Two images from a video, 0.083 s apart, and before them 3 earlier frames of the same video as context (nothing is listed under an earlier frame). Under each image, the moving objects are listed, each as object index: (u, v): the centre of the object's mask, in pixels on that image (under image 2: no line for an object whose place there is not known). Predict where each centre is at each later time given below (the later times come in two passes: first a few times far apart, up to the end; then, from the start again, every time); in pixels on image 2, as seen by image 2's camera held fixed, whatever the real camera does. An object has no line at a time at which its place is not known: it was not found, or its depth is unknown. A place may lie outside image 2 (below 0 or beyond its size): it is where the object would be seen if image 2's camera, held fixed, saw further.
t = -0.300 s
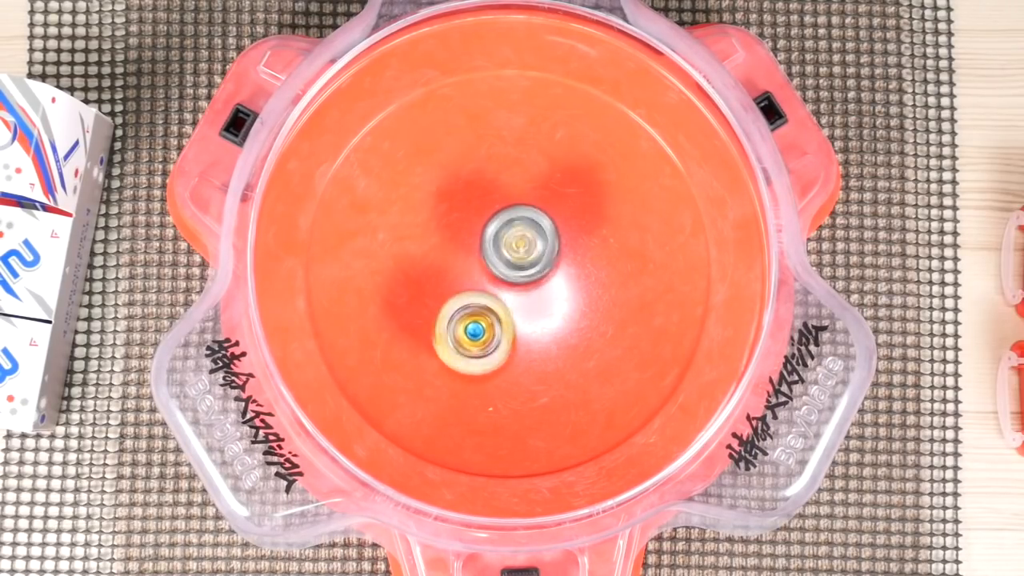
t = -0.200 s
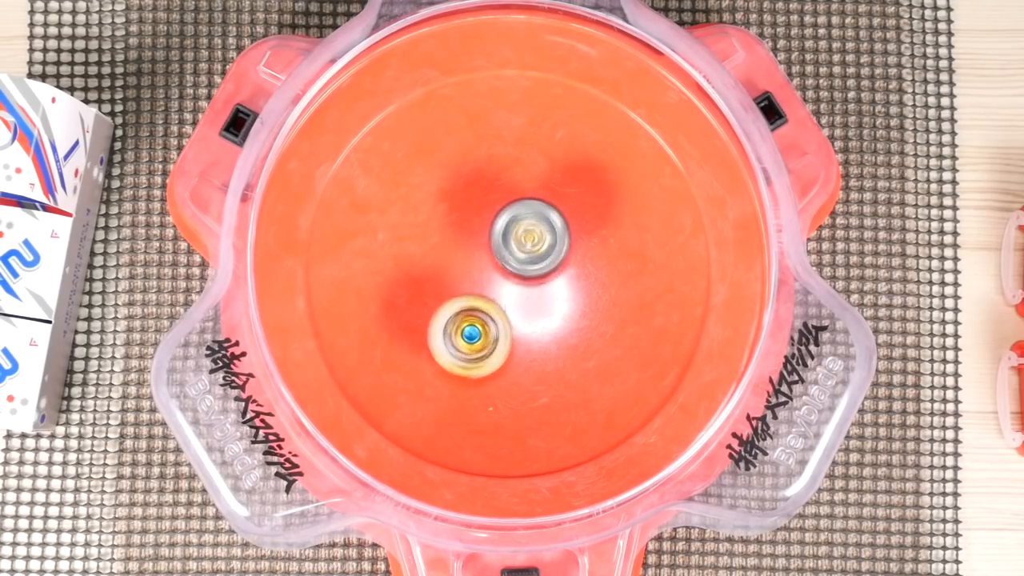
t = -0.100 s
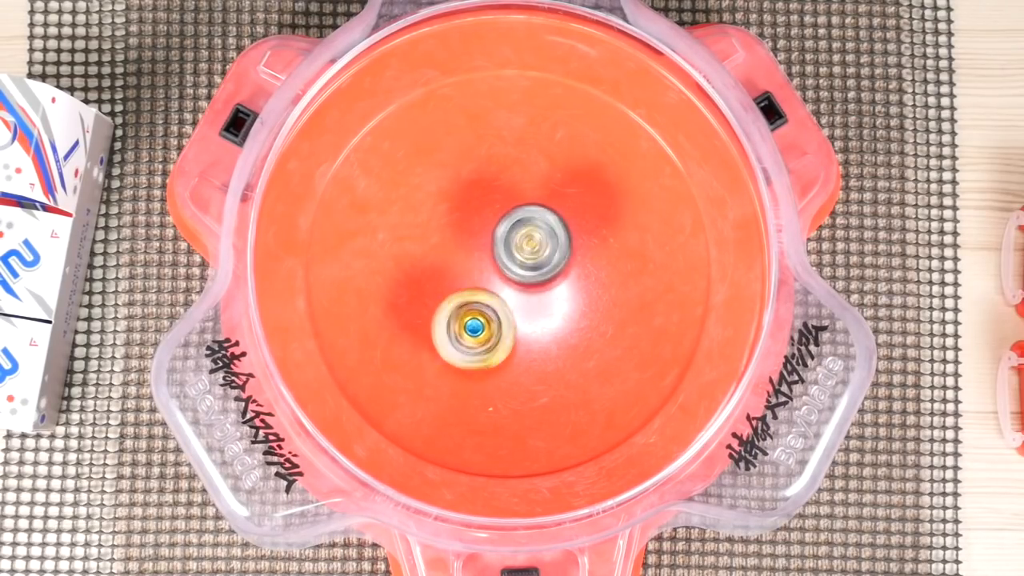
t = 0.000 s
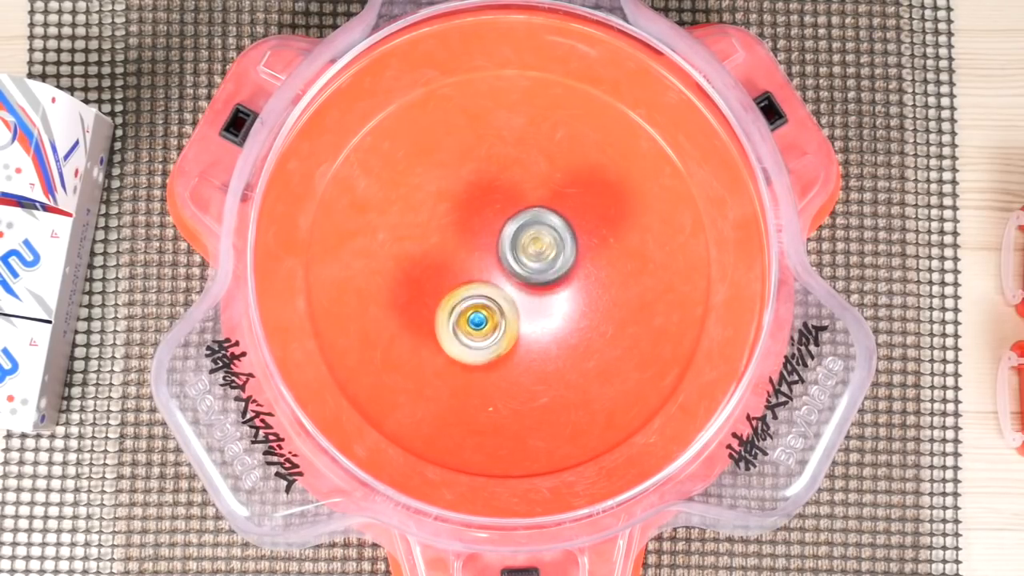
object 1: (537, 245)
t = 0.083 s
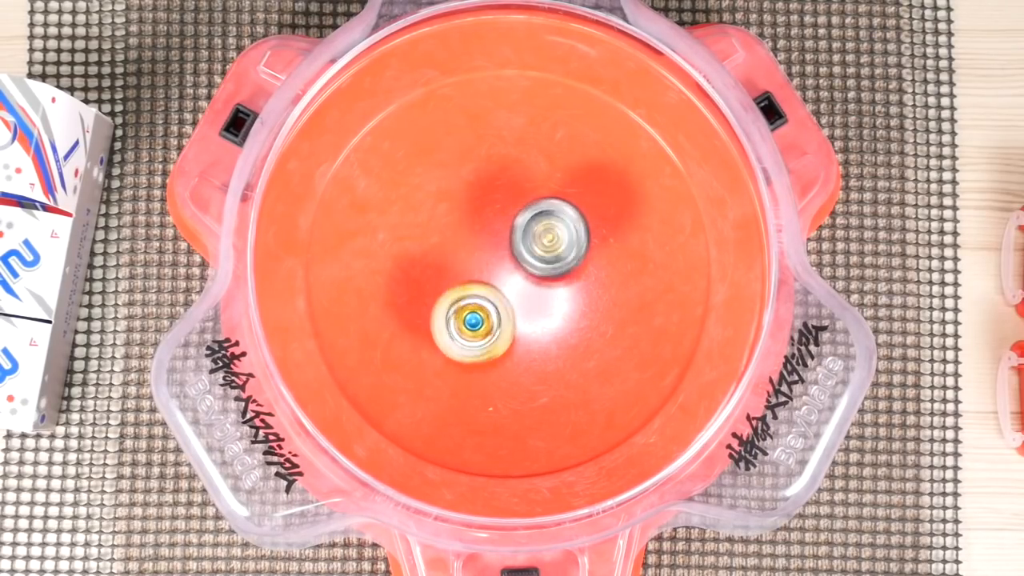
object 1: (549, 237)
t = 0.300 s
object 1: (542, 244)
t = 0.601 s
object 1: (532, 257)
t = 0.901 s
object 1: (558, 269)
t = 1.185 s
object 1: (546, 258)
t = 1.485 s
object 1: (606, 270)
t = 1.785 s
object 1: (574, 256)
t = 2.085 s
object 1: (577, 252)
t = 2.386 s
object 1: (553, 271)
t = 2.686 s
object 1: (558, 274)
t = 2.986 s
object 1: (568, 272)
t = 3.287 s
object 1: (568, 259)
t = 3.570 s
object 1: (568, 256)
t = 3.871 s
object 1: (584, 256)
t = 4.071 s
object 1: (561, 252)
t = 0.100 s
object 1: (549, 239)
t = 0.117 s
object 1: (547, 240)
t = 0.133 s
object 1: (546, 240)
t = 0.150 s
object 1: (543, 243)
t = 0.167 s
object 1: (541, 244)
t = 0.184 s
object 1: (539, 246)
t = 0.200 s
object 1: (540, 244)
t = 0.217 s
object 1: (540, 244)
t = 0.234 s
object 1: (541, 244)
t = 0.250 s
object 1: (540, 244)
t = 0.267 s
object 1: (539, 244)
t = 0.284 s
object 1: (539, 246)
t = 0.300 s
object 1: (542, 244)
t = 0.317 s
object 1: (545, 242)
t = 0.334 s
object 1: (545, 243)
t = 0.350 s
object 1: (545, 243)
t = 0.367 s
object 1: (545, 244)
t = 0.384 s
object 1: (542, 245)
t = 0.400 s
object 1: (542, 245)
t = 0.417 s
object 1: (540, 248)
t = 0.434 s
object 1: (535, 249)
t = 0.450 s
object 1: (535, 249)
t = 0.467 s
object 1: (533, 251)
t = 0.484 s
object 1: (532, 252)
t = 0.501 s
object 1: (532, 253)
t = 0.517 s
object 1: (531, 254)
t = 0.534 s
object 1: (530, 255)
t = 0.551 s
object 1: (531, 255)
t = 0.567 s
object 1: (532, 256)
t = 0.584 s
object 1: (531, 257)
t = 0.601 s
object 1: (532, 257)
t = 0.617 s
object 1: (532, 259)
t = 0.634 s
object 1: (532, 258)
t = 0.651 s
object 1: (535, 261)
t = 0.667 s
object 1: (538, 262)
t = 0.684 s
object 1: (537, 261)
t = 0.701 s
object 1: (538, 262)
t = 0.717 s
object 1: (537, 263)
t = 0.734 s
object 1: (538, 264)
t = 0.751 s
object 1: (540, 265)
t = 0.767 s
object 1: (540, 266)
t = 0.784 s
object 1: (541, 266)
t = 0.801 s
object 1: (541, 266)
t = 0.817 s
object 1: (541, 267)
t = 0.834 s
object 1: (541, 266)
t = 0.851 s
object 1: (541, 267)
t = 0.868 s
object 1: (541, 267)
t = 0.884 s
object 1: (543, 268)
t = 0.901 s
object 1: (558, 269)
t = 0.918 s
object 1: (562, 270)
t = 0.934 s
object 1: (571, 271)
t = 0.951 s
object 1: (574, 272)
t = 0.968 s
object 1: (577, 272)
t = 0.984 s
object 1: (578, 272)
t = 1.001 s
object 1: (578, 272)
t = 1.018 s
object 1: (576, 272)
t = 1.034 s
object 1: (572, 271)
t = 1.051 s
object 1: (567, 270)
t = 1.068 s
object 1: (563, 270)
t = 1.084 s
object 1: (556, 268)
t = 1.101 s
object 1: (549, 265)
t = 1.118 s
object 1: (546, 264)
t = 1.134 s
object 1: (543, 261)
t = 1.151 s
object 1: (544, 260)
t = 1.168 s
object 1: (546, 258)
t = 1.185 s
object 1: (546, 258)
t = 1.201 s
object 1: (545, 258)
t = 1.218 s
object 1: (543, 258)
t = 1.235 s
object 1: (542, 258)
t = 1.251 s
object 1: (540, 257)
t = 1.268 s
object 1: (538, 257)
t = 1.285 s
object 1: (537, 257)
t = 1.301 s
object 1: (545, 260)
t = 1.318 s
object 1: (559, 261)
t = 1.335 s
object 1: (582, 265)
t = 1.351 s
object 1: (590, 268)
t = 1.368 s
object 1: (604, 272)
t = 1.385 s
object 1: (610, 273)
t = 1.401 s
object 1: (614, 275)
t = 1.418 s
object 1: (613, 275)
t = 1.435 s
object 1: (612, 275)
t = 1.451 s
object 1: (609, 274)
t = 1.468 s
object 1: (609, 272)
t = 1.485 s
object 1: (606, 270)
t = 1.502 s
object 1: (605, 270)
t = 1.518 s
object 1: (602, 269)
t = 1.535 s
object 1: (599, 267)
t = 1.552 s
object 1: (597, 266)
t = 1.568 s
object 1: (594, 264)
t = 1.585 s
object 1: (593, 265)
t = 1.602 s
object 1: (590, 264)
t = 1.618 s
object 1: (587, 263)
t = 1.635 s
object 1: (585, 262)
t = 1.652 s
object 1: (582, 261)
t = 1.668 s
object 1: (581, 261)
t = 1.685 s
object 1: (579, 260)
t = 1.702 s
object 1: (576, 259)
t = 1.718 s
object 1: (574, 258)
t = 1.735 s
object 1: (574, 257)
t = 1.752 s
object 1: (576, 257)
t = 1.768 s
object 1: (575, 256)
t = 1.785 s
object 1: (574, 256)
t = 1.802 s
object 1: (584, 256)
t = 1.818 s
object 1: (591, 256)
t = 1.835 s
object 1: (599, 258)
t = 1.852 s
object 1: (603, 259)
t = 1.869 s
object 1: (603, 261)
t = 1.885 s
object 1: (601, 260)
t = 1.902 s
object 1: (599, 260)
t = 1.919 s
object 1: (596, 259)
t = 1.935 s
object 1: (595, 258)
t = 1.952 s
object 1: (592, 257)
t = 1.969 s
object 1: (590, 256)
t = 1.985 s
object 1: (588, 256)
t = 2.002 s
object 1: (586, 255)
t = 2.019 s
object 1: (585, 254)
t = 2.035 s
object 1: (583, 254)
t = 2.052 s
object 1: (582, 253)
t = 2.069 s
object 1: (579, 252)
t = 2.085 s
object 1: (577, 252)
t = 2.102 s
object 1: (575, 252)
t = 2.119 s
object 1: (573, 251)
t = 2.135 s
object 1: (572, 251)
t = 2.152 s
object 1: (579, 251)
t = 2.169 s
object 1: (581, 252)
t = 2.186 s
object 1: (582, 254)
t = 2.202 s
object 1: (582, 257)
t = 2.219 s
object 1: (580, 258)
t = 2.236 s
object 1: (577, 260)
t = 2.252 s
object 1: (575, 261)
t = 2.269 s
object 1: (570, 263)
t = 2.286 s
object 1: (563, 265)
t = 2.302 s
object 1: (560, 266)
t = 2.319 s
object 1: (557, 269)
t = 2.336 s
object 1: (557, 270)
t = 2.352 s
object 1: (556, 271)
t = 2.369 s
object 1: (556, 271)
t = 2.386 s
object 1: (553, 271)
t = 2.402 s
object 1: (551, 270)
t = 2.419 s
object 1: (550, 271)
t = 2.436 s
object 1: (550, 271)
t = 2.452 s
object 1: (552, 271)
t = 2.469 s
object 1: (554, 272)
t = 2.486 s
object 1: (554, 272)
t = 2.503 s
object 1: (553, 272)
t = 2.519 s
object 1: (552, 272)
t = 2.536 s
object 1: (552, 272)
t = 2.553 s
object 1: (550, 271)
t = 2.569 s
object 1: (549, 271)
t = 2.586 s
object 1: (549, 271)
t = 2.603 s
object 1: (549, 271)
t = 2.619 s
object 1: (551, 272)
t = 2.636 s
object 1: (551, 273)
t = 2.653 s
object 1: (551, 272)
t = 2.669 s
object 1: (552, 272)
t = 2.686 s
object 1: (558, 274)
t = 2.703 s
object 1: (565, 276)
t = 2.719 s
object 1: (569, 277)
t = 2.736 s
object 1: (568, 277)
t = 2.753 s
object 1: (568, 277)
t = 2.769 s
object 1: (568, 276)
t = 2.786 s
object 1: (567, 275)
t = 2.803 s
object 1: (567, 275)
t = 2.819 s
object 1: (566, 274)
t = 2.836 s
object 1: (565, 273)
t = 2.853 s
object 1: (564, 273)
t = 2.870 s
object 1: (563, 272)
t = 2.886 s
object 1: (562, 271)
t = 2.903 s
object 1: (561, 270)
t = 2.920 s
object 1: (563, 270)
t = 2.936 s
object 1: (564, 271)
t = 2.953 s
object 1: (563, 271)
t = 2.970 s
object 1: (565, 271)
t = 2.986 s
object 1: (568, 272)
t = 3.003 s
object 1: (568, 273)
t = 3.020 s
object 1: (567, 272)
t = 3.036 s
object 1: (566, 270)
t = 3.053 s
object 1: (565, 269)
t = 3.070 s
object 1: (564, 268)
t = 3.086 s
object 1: (564, 267)
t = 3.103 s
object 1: (568, 267)
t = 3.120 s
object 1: (571, 267)
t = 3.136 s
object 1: (573, 267)
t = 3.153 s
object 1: (571, 266)
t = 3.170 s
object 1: (571, 266)
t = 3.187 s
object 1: (571, 264)
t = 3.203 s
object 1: (570, 263)
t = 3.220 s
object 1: (570, 263)
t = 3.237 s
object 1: (570, 261)
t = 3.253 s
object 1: (568, 261)
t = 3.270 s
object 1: (568, 260)
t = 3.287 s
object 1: (568, 259)
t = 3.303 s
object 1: (566, 258)
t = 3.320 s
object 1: (565, 258)
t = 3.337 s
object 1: (564, 257)
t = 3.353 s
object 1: (562, 257)
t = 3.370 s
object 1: (561, 256)
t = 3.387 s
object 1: (560, 255)
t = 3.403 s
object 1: (559, 254)
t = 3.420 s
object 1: (558, 253)
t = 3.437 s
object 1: (560, 254)
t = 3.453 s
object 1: (560, 254)
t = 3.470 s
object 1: (559, 254)
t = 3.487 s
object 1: (563, 255)
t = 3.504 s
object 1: (570, 256)
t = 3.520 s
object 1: (571, 256)
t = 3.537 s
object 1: (570, 257)
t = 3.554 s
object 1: (570, 257)
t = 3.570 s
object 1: (568, 256)
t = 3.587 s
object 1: (567, 256)
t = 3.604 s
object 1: (567, 255)
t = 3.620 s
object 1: (566, 254)
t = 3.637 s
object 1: (565, 254)
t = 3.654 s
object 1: (564, 254)
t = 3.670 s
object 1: (562, 253)
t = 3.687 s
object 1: (563, 253)
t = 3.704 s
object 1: (564, 254)
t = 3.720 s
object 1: (565, 254)
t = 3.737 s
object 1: (565, 255)
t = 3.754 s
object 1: (564, 255)
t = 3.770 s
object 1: (562, 254)
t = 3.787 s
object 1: (562, 254)
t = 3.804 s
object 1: (568, 254)
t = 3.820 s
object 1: (579, 253)
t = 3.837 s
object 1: (582, 254)
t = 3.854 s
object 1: (584, 255)
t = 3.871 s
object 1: (584, 256)
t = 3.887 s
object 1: (582, 256)
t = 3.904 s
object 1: (580, 256)
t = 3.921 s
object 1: (578, 255)
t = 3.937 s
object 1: (576, 255)
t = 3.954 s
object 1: (574, 255)
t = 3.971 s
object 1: (571, 255)
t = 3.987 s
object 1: (570, 254)
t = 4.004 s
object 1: (568, 254)
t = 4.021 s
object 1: (564, 254)
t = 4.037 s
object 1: (563, 253)
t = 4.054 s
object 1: (562, 253)
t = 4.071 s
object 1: (561, 252)
